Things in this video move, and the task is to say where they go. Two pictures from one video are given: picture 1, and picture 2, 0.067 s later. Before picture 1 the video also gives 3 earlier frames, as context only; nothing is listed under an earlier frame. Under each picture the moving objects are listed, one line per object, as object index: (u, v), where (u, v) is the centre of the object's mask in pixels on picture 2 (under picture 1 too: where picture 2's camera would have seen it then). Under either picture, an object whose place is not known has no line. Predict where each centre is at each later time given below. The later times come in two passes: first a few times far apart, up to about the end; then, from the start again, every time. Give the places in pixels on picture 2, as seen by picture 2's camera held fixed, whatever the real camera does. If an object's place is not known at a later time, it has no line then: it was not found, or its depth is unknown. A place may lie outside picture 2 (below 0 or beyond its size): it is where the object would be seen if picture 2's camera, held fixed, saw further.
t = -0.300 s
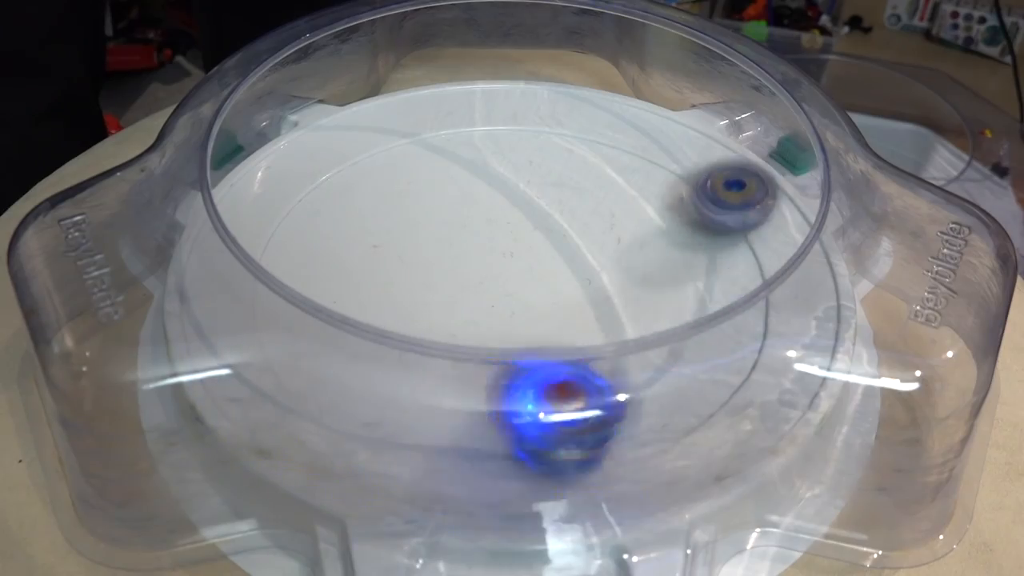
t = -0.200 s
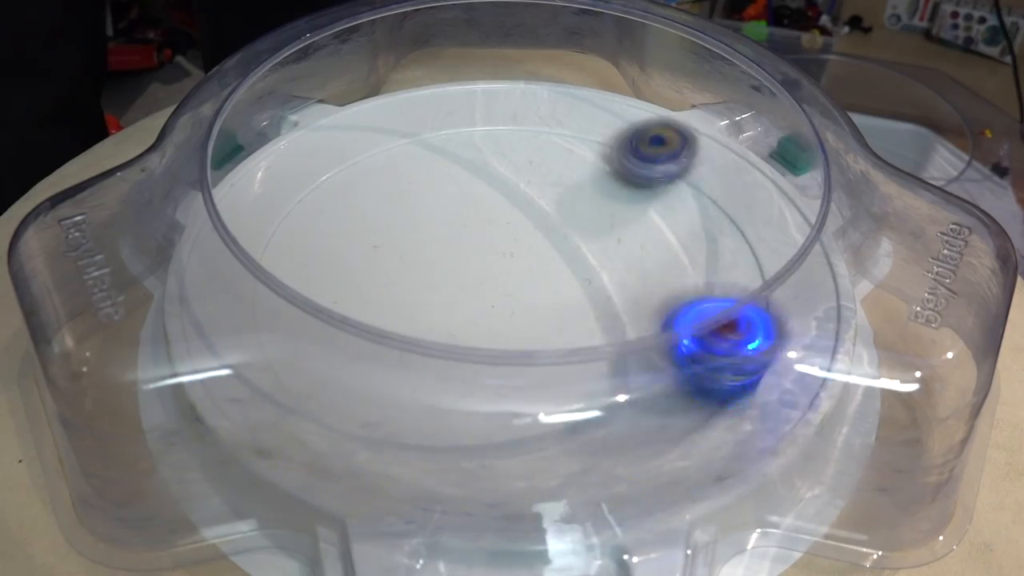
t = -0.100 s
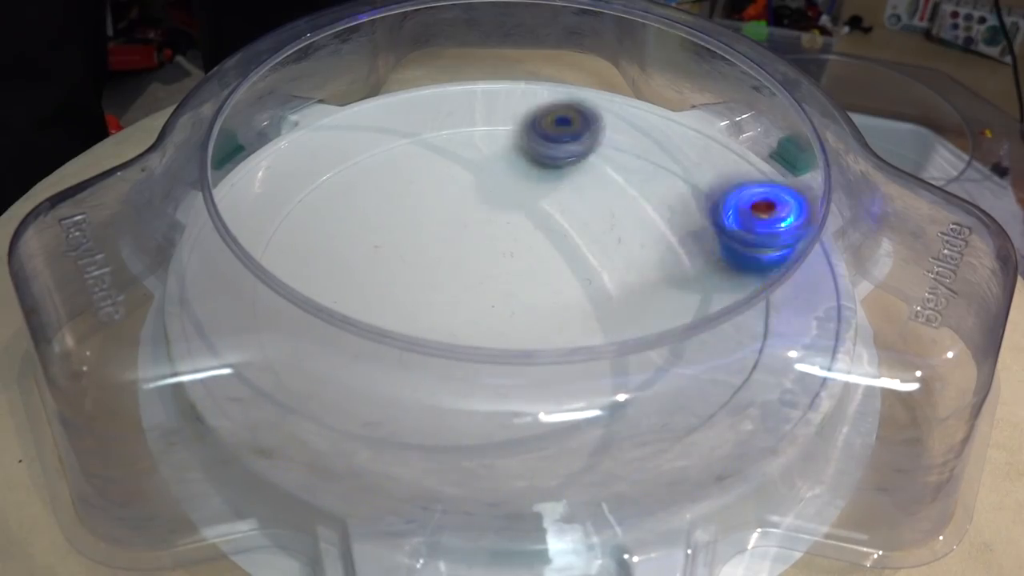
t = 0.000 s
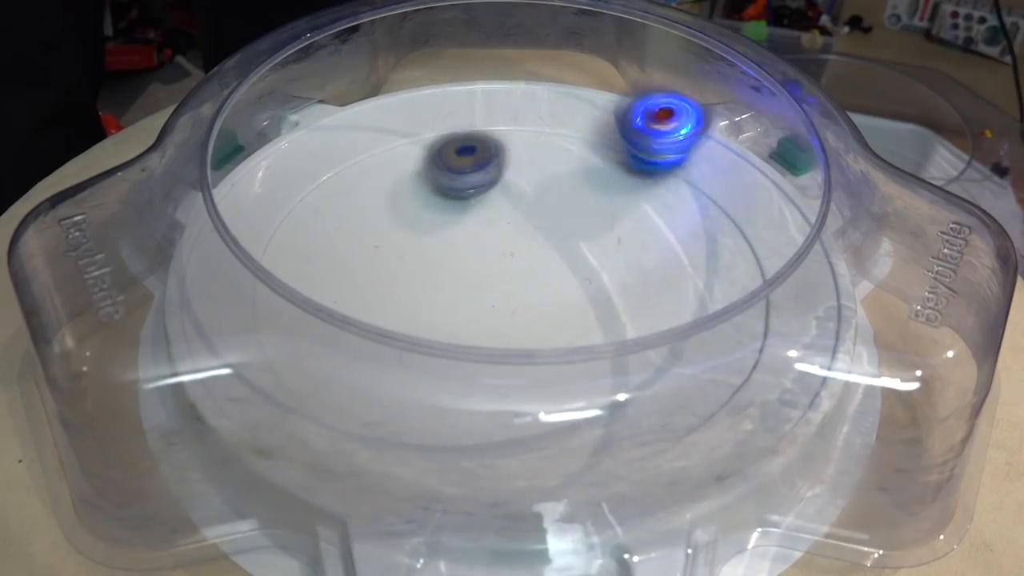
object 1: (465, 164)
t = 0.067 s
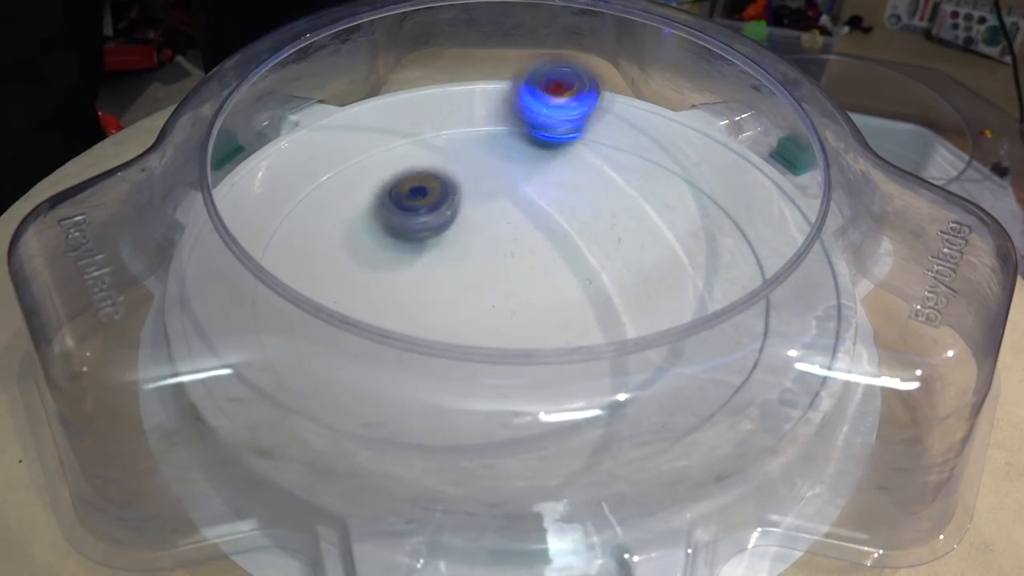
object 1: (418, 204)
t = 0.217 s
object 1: (401, 305)
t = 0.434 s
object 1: (585, 407)
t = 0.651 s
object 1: (762, 260)
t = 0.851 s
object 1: (680, 115)
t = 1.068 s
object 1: (504, 153)
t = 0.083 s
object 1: (409, 216)
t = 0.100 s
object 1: (402, 228)
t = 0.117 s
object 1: (397, 241)
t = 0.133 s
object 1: (393, 253)
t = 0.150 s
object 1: (391, 264)
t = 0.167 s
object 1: (389, 277)
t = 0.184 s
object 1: (392, 287)
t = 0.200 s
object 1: (394, 297)
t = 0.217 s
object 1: (401, 305)
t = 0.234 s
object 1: (409, 313)
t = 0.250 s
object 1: (412, 332)
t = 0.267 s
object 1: (419, 341)
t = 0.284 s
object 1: (430, 356)
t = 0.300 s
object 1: (443, 366)
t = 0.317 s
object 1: (453, 375)
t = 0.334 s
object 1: (471, 379)
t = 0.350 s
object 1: (487, 386)
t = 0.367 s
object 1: (503, 395)
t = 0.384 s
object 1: (523, 399)
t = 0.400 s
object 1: (542, 406)
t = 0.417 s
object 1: (562, 407)
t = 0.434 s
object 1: (585, 407)
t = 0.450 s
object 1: (604, 406)
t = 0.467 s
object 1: (626, 406)
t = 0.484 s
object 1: (645, 403)
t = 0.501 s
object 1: (697, 388)
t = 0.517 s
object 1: (741, 360)
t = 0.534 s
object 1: (777, 331)
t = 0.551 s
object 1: (813, 313)
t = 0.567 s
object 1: (843, 291)
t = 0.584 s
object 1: (855, 263)
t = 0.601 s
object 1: (849, 250)
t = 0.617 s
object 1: (823, 256)
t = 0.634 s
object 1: (789, 259)
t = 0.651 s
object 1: (762, 260)
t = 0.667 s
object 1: (733, 260)
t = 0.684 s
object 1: (713, 264)
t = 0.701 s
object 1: (706, 254)
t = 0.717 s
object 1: (703, 229)
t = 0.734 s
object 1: (703, 204)
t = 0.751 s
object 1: (704, 184)
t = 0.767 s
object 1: (703, 170)
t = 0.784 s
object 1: (701, 158)
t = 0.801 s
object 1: (693, 151)
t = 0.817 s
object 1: (689, 135)
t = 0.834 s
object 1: (686, 124)
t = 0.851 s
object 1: (680, 115)
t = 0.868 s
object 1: (667, 112)
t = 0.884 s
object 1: (653, 110)
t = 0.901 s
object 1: (640, 109)
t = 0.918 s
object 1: (626, 110)
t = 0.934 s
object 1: (613, 112)
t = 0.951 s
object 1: (599, 113)
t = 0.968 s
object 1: (585, 120)
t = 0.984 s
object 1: (571, 124)
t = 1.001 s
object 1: (558, 129)
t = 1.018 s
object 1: (544, 134)
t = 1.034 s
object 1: (530, 141)
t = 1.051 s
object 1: (515, 147)
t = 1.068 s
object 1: (504, 153)
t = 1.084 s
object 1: (492, 160)
